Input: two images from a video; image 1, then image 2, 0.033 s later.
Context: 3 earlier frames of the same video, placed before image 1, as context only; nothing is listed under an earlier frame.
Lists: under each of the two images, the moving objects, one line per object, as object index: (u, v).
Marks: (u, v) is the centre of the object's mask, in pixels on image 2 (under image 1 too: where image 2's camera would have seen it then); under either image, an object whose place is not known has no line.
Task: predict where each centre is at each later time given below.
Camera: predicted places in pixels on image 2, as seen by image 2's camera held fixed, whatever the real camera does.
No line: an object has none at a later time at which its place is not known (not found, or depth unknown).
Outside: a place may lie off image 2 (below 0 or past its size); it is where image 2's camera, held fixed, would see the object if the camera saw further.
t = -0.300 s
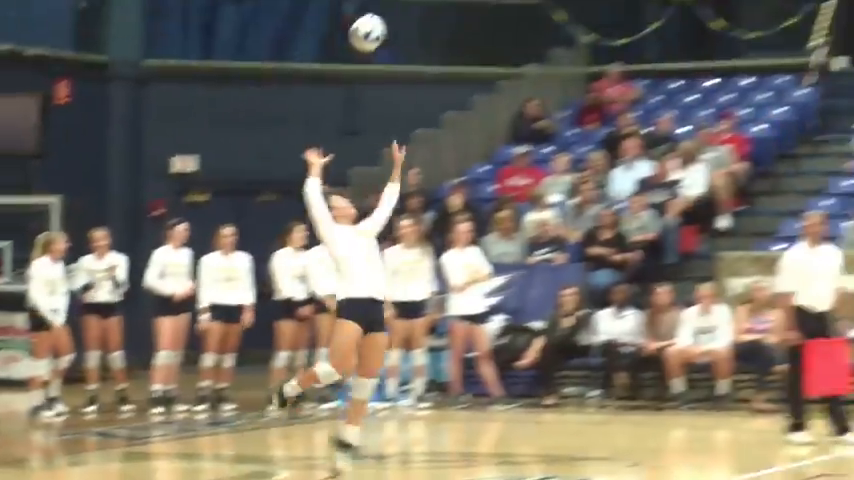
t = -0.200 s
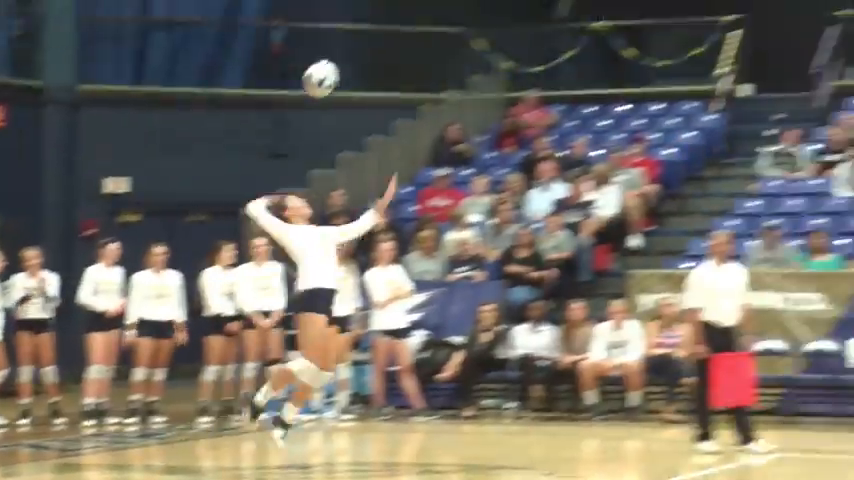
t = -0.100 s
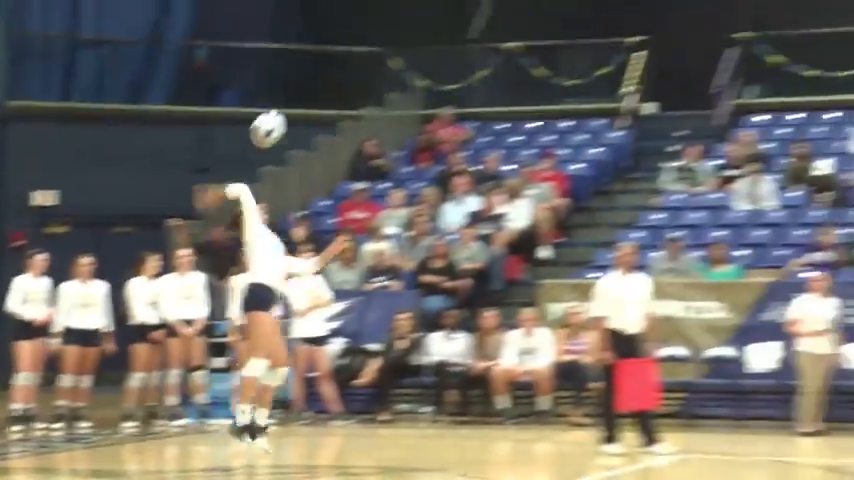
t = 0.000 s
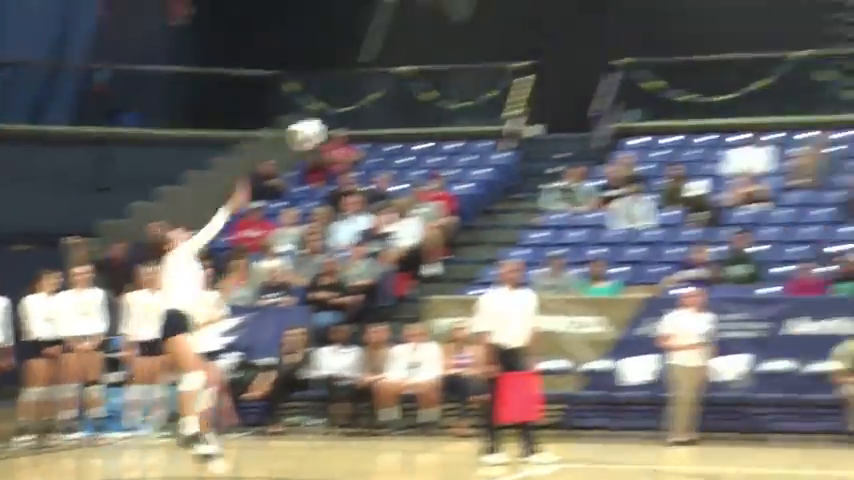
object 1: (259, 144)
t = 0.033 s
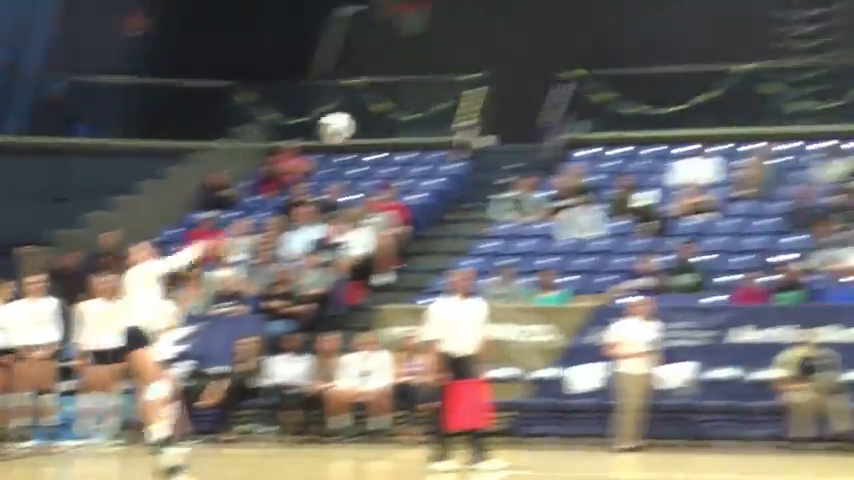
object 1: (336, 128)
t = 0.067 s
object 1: (413, 111)
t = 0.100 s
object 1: (489, 95)
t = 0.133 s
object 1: (565, 80)
